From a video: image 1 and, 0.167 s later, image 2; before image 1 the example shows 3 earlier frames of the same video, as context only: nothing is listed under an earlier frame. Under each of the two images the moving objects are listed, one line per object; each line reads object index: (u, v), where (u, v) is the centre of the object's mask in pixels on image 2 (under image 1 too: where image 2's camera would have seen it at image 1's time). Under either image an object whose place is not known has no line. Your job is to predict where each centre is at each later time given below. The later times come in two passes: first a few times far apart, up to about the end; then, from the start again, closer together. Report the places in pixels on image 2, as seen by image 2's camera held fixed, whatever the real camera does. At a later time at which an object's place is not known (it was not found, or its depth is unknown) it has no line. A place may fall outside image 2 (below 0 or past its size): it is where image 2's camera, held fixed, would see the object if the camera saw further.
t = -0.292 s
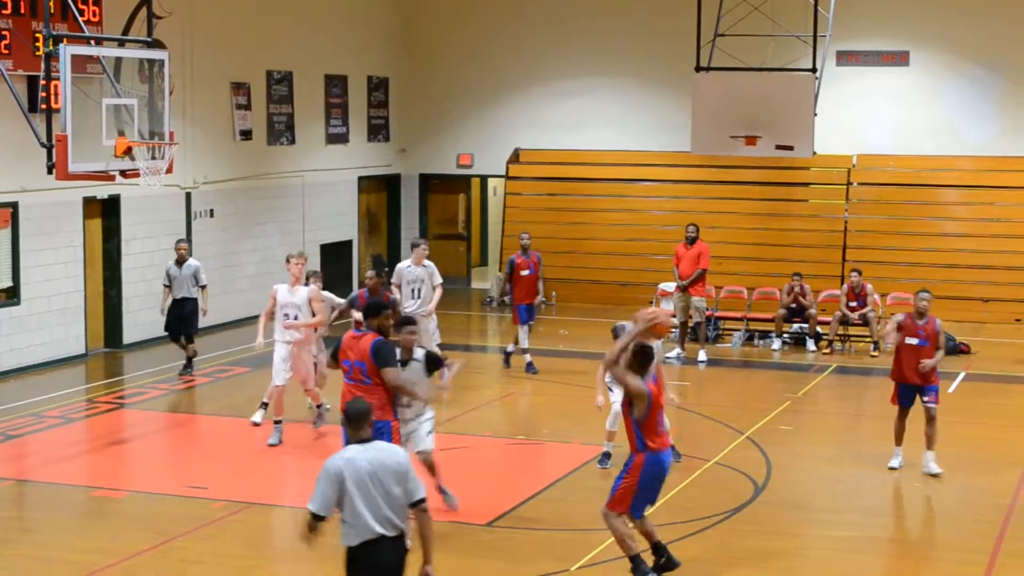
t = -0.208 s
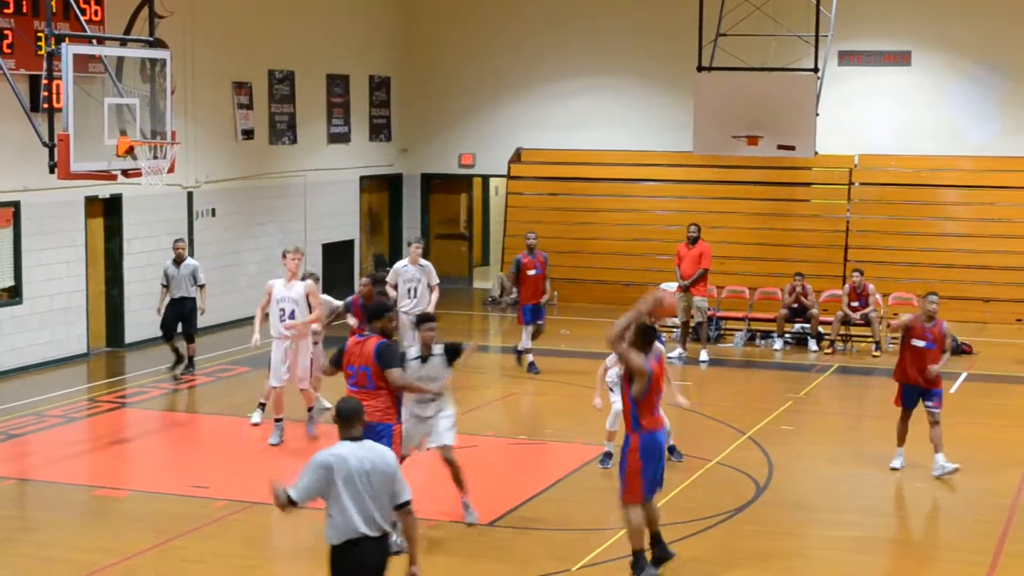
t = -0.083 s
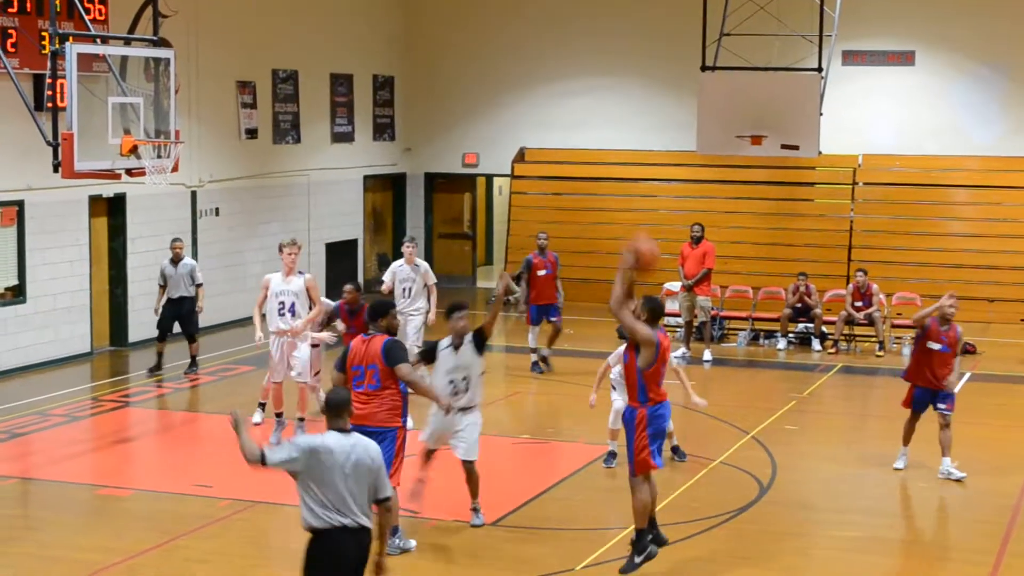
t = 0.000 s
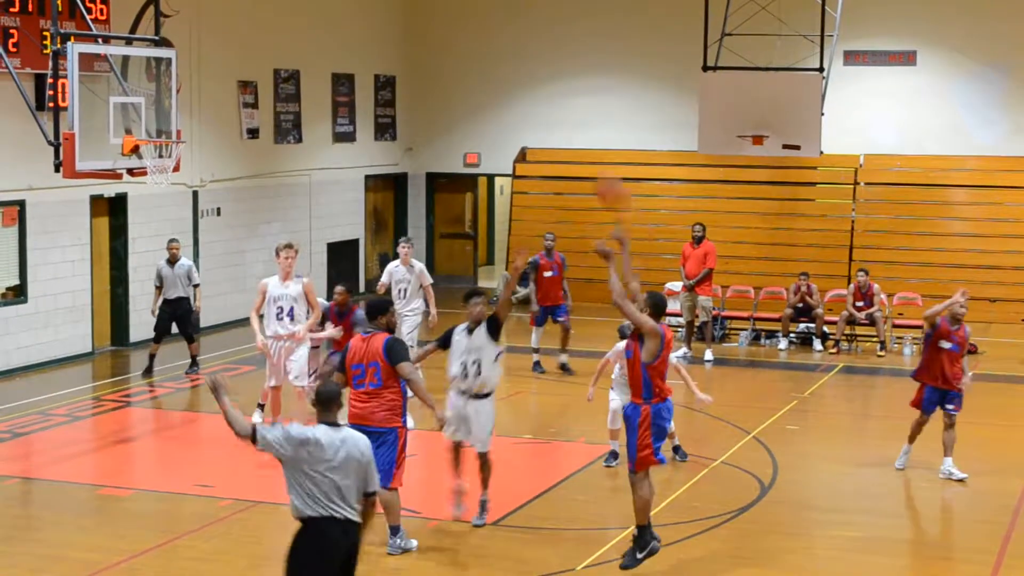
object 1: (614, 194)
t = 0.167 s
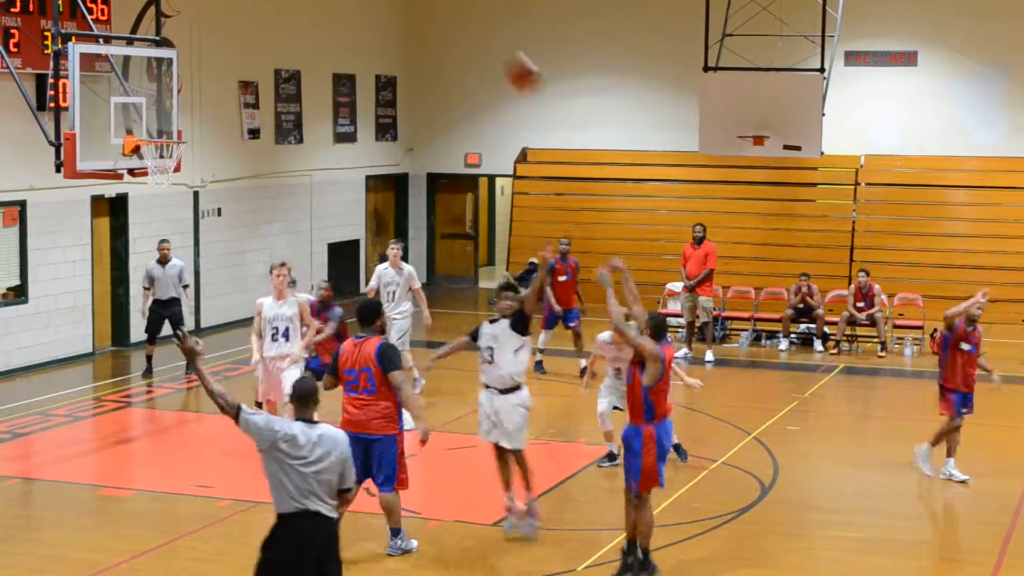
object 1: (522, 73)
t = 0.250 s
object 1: (483, 32)
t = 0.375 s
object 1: (426, 1)
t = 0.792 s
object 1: (262, -4)
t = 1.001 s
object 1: (197, 50)
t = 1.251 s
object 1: (151, 90)
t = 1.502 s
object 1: (166, 24)
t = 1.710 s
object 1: (182, 20)
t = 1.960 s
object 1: (201, 70)
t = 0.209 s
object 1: (502, 51)
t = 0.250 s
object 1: (483, 32)
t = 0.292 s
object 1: (462, 14)
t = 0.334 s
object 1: (444, 6)
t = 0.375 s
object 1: (426, 1)
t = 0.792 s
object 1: (262, -4)
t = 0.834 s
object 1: (250, 0)
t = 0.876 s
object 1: (235, 6)
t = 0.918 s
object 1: (222, 19)
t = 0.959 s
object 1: (208, 34)
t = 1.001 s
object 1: (197, 50)
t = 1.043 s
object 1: (187, 68)
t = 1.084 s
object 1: (174, 87)
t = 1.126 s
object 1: (163, 107)
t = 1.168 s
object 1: (154, 126)
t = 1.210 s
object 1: (152, 109)
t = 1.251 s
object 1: (151, 90)
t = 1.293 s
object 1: (151, 71)
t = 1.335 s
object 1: (153, 58)
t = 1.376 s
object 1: (156, 46)
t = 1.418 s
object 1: (159, 37)
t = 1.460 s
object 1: (163, 30)
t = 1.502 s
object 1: (166, 24)
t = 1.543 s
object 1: (169, 20)
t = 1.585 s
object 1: (173, 17)
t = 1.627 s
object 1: (176, 17)
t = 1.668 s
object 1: (178, 17)
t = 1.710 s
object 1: (182, 20)
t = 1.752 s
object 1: (185, 24)
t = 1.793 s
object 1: (188, 29)
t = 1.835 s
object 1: (191, 37)
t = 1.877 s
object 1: (194, 46)
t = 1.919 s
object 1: (198, 58)
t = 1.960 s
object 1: (201, 70)
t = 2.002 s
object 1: (205, 84)
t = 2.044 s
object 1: (208, 100)
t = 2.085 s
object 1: (212, 117)
